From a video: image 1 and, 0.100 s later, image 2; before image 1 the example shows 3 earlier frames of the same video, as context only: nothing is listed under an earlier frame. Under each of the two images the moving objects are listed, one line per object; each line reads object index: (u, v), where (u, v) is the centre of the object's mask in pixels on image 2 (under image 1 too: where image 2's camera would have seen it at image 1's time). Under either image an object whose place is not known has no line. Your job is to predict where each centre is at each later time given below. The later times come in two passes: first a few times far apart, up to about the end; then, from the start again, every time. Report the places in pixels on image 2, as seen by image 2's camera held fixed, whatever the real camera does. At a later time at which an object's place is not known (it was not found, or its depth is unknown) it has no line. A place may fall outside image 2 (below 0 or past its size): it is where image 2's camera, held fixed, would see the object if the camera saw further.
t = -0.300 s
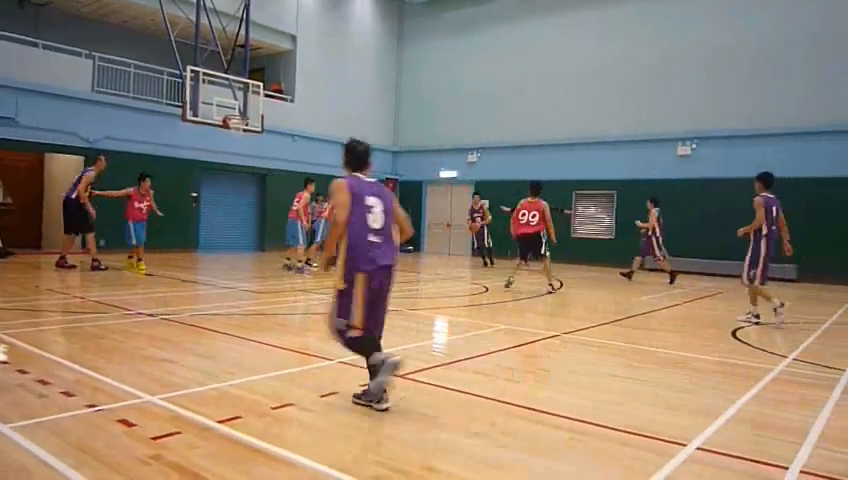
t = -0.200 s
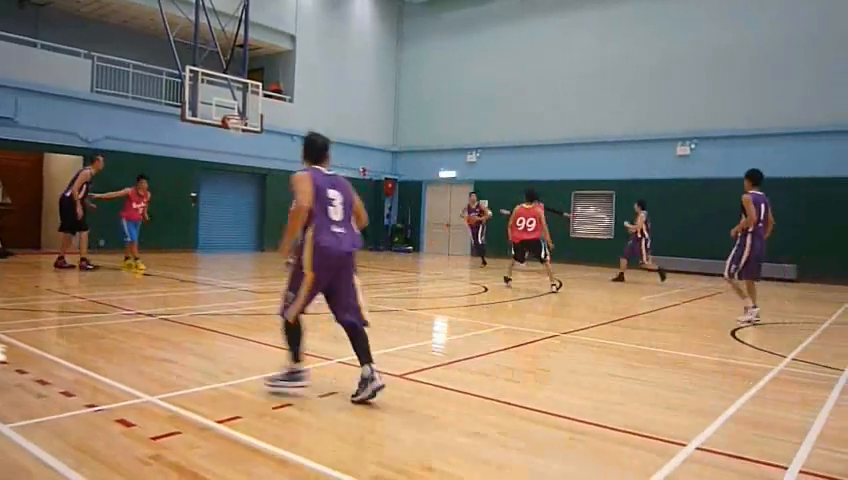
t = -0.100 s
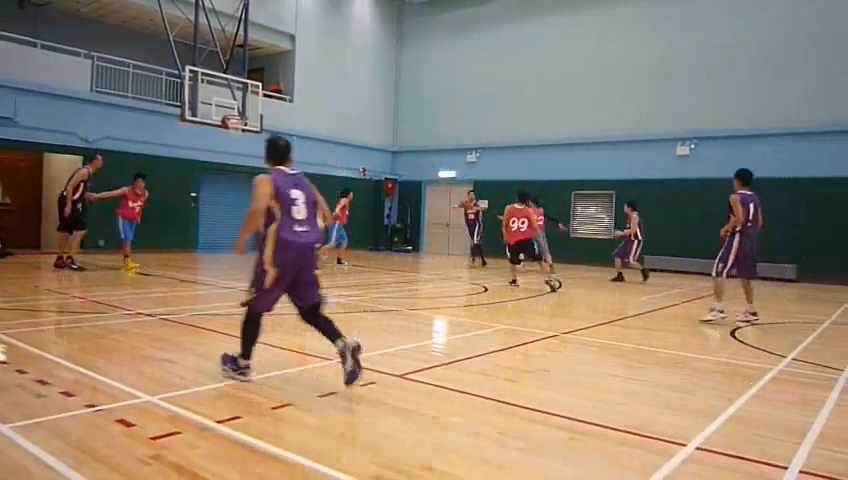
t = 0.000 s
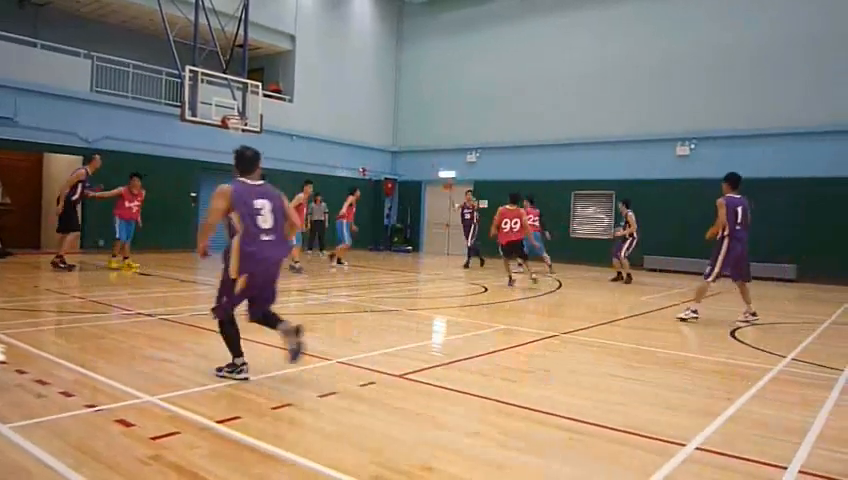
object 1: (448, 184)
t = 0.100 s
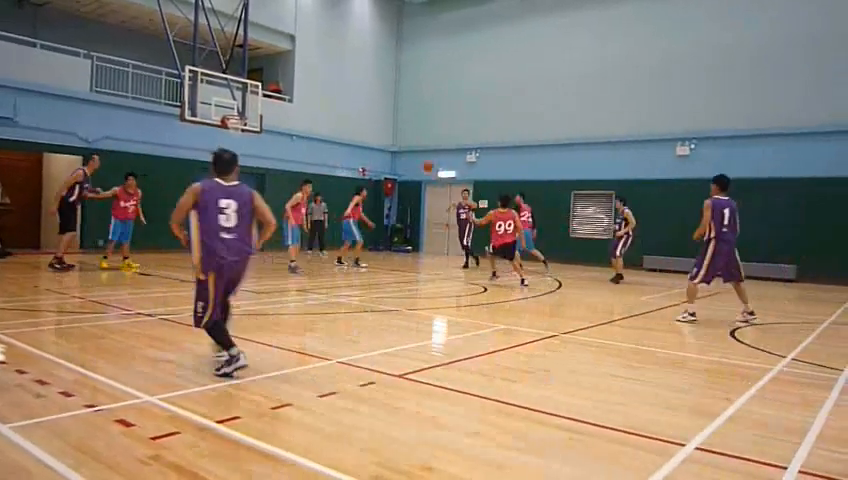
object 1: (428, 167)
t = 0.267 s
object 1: (389, 140)
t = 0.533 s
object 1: (297, 113)
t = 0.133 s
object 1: (421, 161)
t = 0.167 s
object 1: (413, 154)
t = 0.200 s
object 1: (405, 150)
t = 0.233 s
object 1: (397, 144)
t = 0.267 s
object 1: (389, 140)
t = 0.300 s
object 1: (379, 135)
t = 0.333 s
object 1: (369, 131)
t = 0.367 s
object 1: (359, 126)
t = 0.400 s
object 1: (348, 123)
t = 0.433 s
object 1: (336, 120)
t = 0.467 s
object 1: (324, 117)
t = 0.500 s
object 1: (311, 115)
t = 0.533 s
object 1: (297, 113)
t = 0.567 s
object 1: (281, 112)
